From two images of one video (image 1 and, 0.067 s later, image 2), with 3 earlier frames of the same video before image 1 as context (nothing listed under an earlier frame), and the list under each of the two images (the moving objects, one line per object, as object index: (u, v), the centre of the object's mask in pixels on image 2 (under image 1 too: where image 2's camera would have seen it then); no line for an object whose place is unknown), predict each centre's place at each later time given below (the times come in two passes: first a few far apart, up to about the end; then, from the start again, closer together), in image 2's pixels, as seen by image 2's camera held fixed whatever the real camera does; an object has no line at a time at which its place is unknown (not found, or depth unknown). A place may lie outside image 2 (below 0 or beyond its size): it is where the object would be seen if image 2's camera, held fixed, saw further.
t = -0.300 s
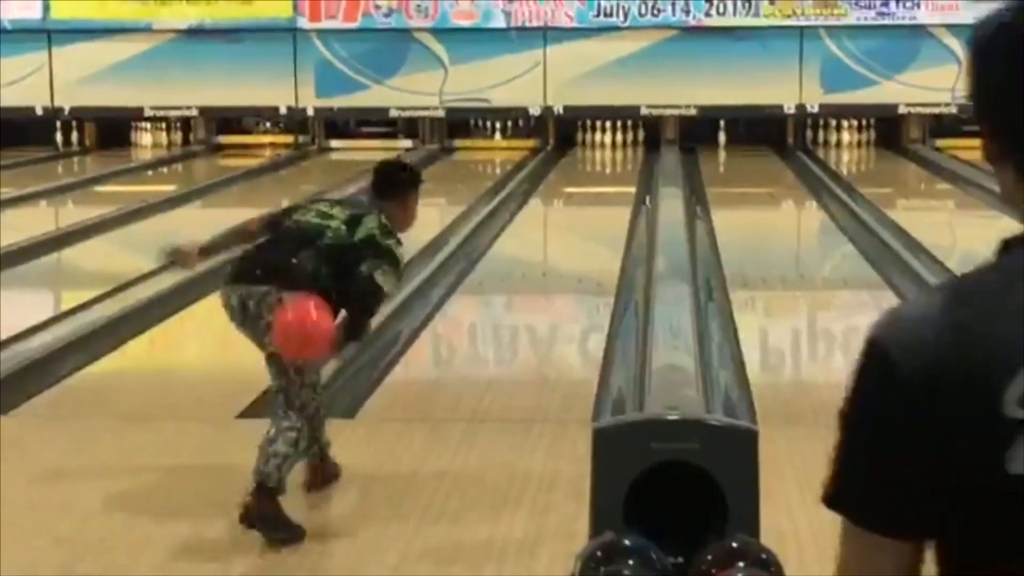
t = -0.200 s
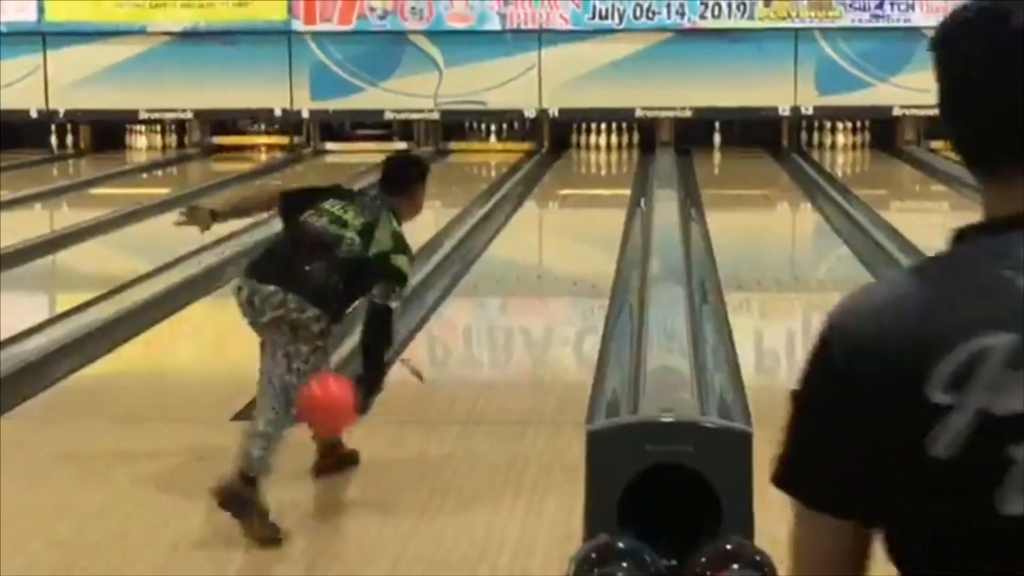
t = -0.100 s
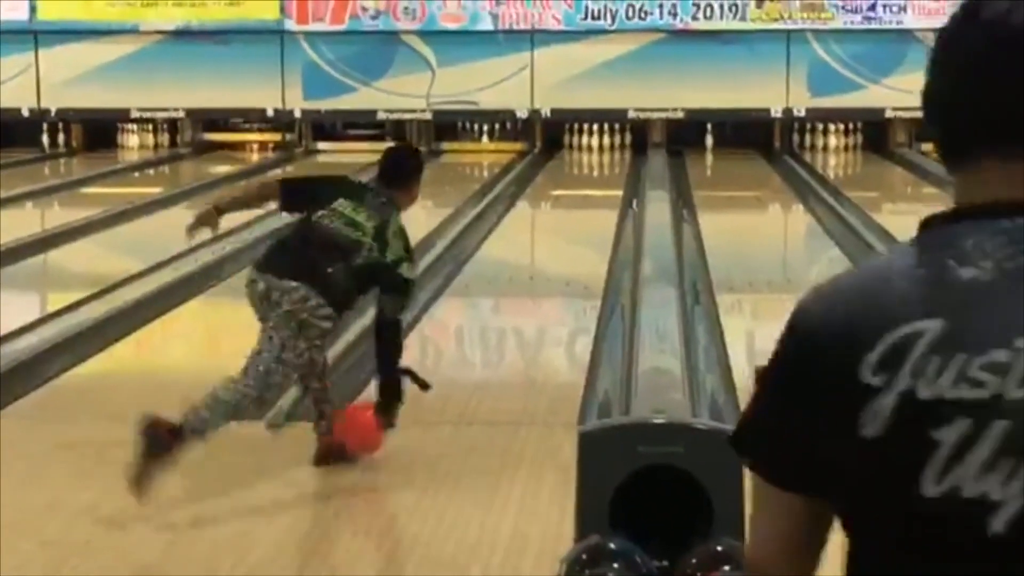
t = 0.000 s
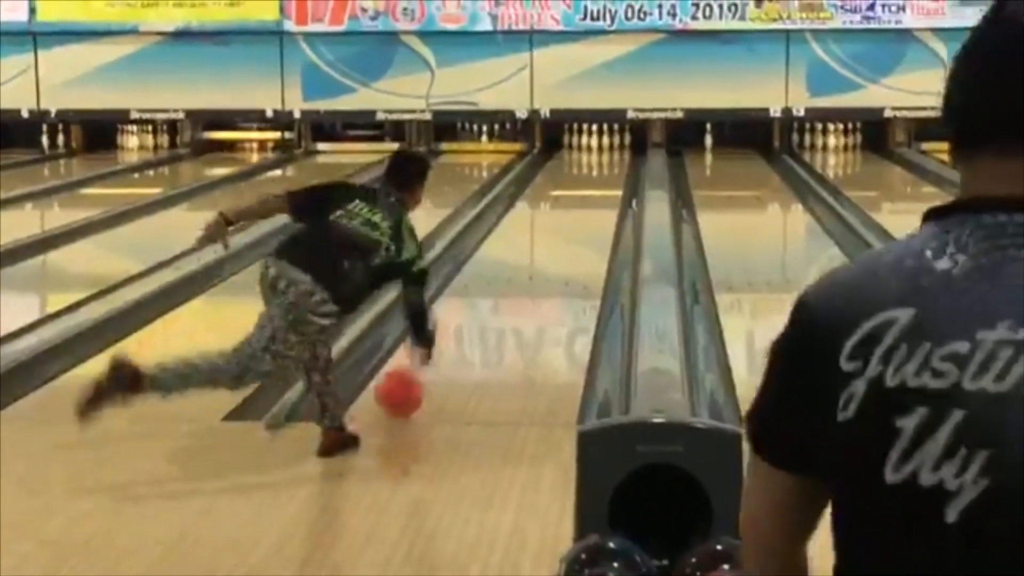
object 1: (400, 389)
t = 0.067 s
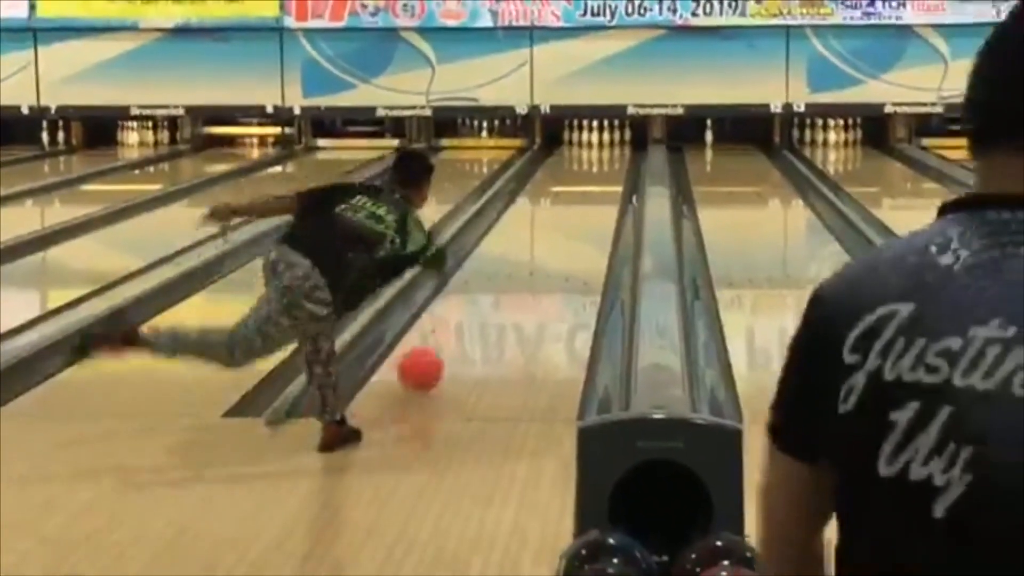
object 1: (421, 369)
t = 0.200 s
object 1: (454, 339)
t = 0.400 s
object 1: (493, 295)
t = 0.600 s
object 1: (523, 264)
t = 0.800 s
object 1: (545, 238)
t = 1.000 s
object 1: (563, 217)
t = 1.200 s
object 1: (575, 202)
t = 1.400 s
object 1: (587, 187)
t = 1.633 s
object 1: (597, 176)
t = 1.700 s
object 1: (598, 170)
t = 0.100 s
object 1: (429, 363)
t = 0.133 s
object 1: (438, 356)
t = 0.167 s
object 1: (446, 347)
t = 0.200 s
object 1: (454, 339)
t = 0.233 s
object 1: (462, 330)
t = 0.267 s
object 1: (469, 323)
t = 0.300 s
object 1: (475, 315)
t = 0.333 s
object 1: (481, 308)
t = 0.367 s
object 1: (488, 302)
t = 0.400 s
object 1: (493, 295)
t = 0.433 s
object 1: (498, 290)
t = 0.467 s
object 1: (504, 284)
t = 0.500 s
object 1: (509, 279)
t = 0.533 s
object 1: (513, 275)
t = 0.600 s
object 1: (523, 264)
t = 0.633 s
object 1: (526, 259)
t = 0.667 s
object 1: (531, 255)
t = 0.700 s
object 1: (534, 250)
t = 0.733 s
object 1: (539, 246)
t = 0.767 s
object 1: (542, 242)
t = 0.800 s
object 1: (545, 238)
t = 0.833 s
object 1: (548, 235)
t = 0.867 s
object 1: (551, 231)
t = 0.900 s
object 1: (554, 228)
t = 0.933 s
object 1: (557, 224)
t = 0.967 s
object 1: (560, 221)
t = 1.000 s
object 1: (563, 217)
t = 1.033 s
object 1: (564, 215)
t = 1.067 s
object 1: (567, 213)
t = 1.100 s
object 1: (569, 209)
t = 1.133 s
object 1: (572, 206)
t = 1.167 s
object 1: (573, 204)
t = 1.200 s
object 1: (575, 202)
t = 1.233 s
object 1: (578, 199)
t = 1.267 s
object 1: (579, 197)
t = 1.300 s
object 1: (581, 195)
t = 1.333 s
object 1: (582, 193)
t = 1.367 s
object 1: (584, 191)
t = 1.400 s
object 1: (587, 187)
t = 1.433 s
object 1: (588, 186)
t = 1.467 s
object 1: (588, 185)
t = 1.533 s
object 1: (592, 184)
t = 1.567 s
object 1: (593, 178)
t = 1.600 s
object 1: (596, 174)
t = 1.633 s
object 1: (597, 176)
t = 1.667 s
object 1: (598, 173)
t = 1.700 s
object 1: (598, 170)
